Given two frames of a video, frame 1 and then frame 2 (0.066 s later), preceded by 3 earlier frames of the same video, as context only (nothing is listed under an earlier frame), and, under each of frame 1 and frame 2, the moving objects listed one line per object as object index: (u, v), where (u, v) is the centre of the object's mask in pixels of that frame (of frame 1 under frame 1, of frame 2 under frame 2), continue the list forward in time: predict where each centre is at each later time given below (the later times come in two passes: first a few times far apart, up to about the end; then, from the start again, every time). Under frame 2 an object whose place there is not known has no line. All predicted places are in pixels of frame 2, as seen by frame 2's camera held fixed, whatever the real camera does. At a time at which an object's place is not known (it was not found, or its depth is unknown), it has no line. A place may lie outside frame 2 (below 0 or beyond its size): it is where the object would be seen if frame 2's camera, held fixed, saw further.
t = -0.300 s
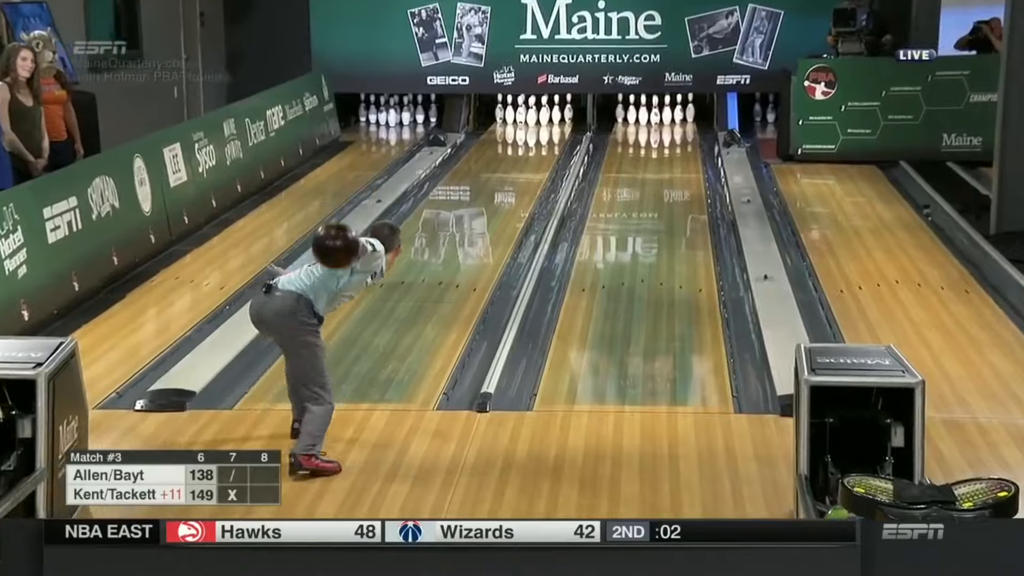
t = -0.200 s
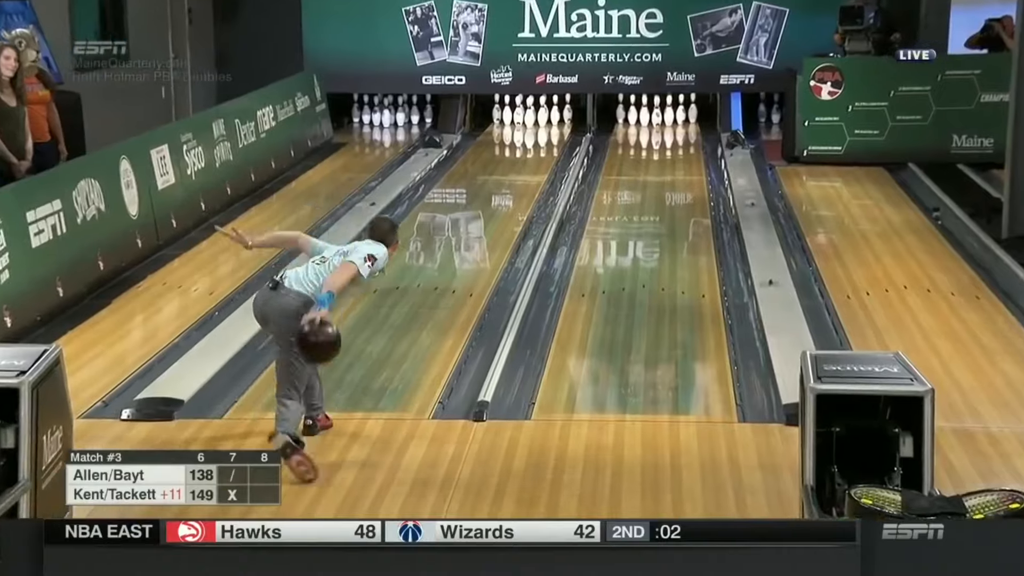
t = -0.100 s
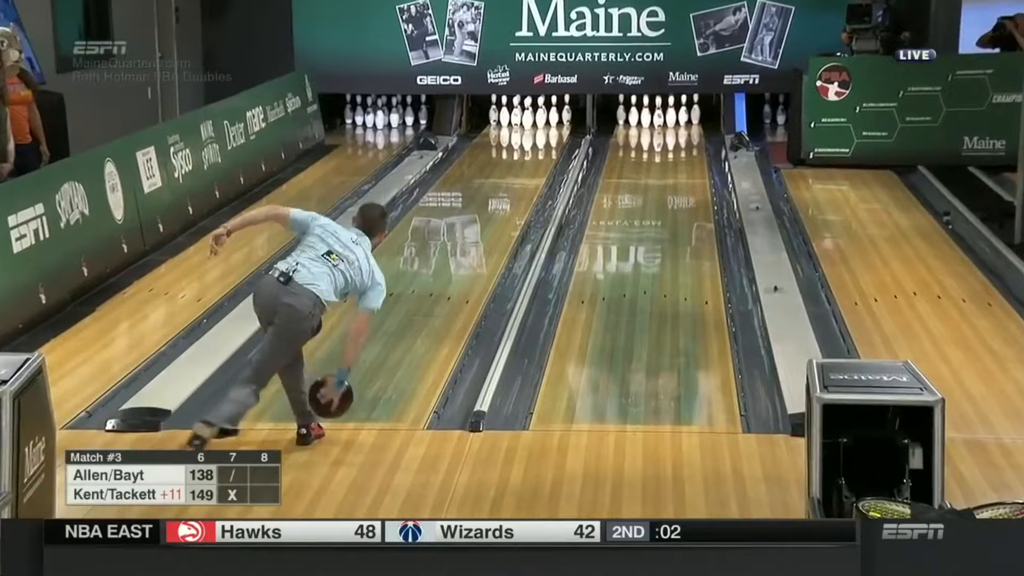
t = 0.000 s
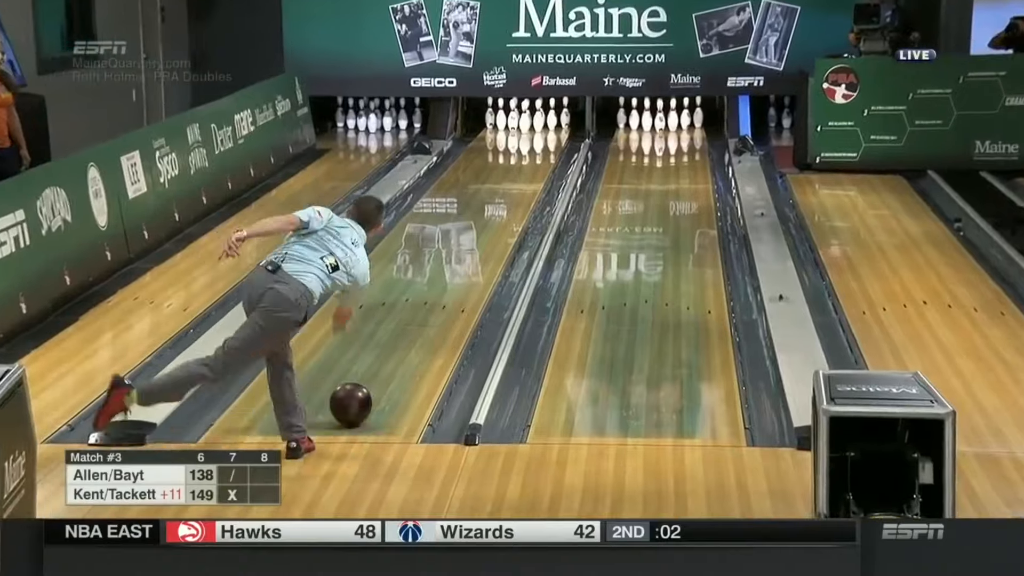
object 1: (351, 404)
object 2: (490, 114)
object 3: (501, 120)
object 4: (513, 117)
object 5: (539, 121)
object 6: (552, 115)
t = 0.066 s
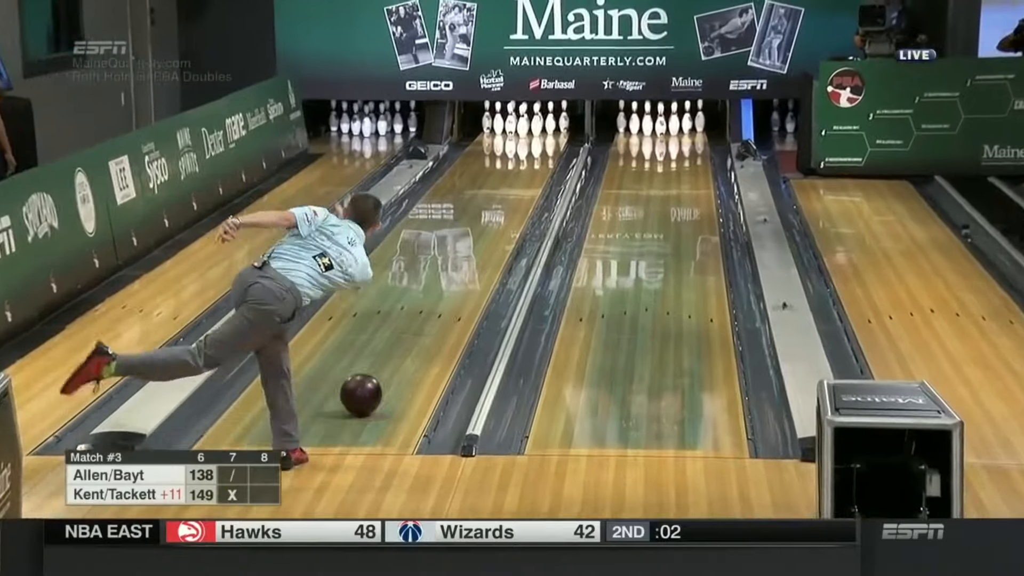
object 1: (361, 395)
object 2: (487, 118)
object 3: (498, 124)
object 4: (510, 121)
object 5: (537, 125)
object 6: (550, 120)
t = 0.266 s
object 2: (483, 119)
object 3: (495, 125)
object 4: (507, 122)
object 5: (535, 127)
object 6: (549, 121)
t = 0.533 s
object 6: (545, 125)
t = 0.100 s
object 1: (369, 384)
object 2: (486, 118)
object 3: (498, 124)
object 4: (510, 121)
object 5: (536, 125)
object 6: (550, 120)
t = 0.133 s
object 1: (376, 375)
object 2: (486, 118)
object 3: (497, 124)
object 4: (510, 121)
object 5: (536, 126)
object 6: (550, 120)
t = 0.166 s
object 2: (485, 118)
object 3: (496, 124)
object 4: (509, 121)
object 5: (536, 126)
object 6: (549, 120)
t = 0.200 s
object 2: (484, 119)
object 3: (496, 125)
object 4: (509, 122)
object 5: (535, 126)
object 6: (549, 120)
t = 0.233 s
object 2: (483, 119)
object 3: (495, 125)
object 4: (508, 122)
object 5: (535, 126)
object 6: (549, 120)
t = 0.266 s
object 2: (483, 119)
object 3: (495, 125)
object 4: (507, 122)
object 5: (535, 127)
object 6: (549, 121)
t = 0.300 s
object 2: (483, 117)
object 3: (495, 123)
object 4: (507, 121)
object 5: (535, 125)
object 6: (549, 119)
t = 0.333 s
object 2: (482, 118)
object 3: (494, 124)
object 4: (507, 122)
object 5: (535, 126)
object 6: (549, 120)
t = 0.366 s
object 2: (481, 119)
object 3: (493, 125)
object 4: (506, 123)
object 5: (534, 127)
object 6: (548, 121)
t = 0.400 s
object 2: (480, 120)
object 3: (492, 126)
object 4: (505, 124)
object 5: (533, 128)
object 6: (548, 122)
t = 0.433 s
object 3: (491, 127)
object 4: (504, 125)
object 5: (533, 129)
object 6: (547, 123)
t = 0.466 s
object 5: (532, 129)
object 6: (547, 123)
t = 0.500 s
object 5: (531, 130)
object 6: (546, 124)
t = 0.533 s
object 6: (545, 125)
